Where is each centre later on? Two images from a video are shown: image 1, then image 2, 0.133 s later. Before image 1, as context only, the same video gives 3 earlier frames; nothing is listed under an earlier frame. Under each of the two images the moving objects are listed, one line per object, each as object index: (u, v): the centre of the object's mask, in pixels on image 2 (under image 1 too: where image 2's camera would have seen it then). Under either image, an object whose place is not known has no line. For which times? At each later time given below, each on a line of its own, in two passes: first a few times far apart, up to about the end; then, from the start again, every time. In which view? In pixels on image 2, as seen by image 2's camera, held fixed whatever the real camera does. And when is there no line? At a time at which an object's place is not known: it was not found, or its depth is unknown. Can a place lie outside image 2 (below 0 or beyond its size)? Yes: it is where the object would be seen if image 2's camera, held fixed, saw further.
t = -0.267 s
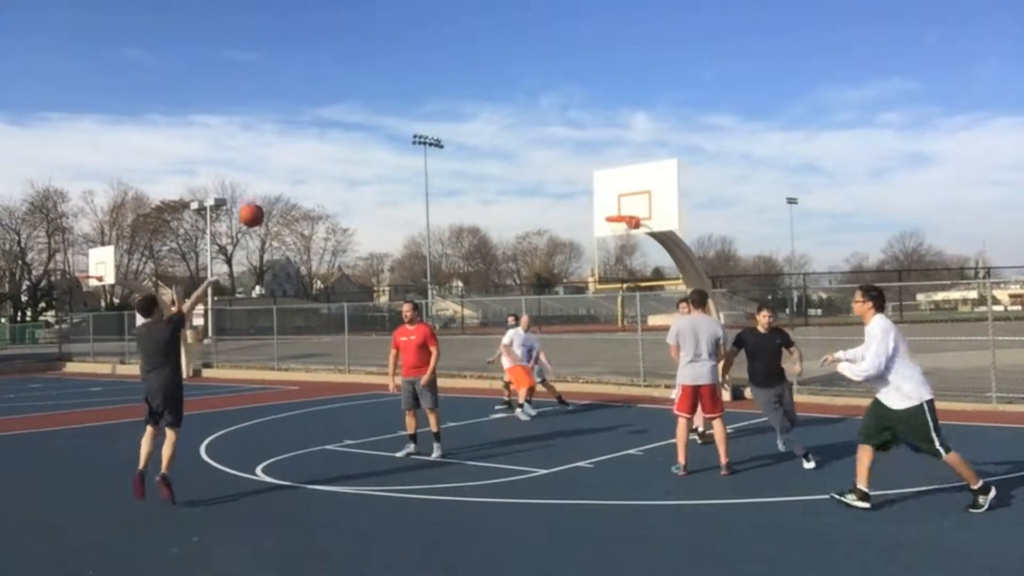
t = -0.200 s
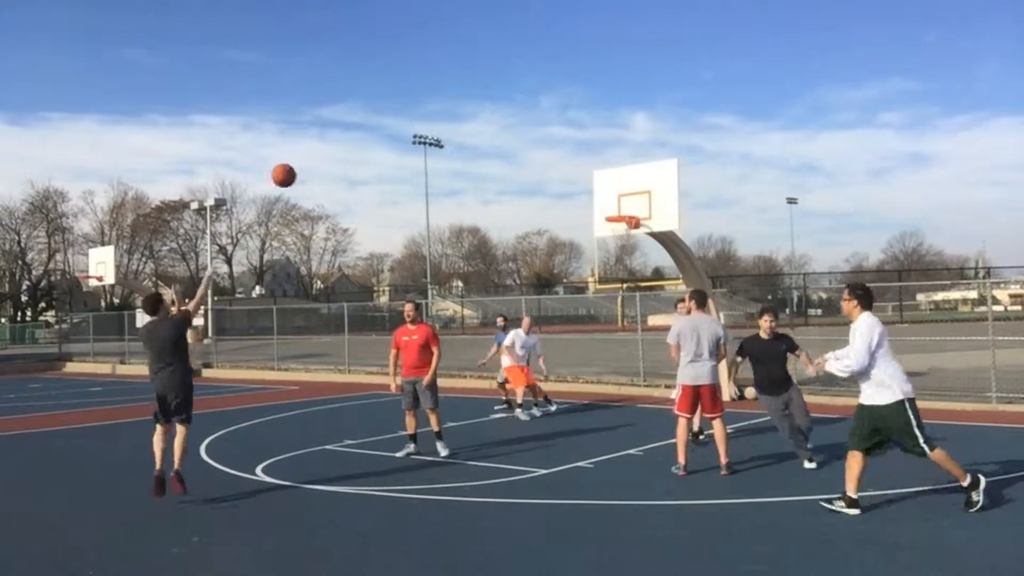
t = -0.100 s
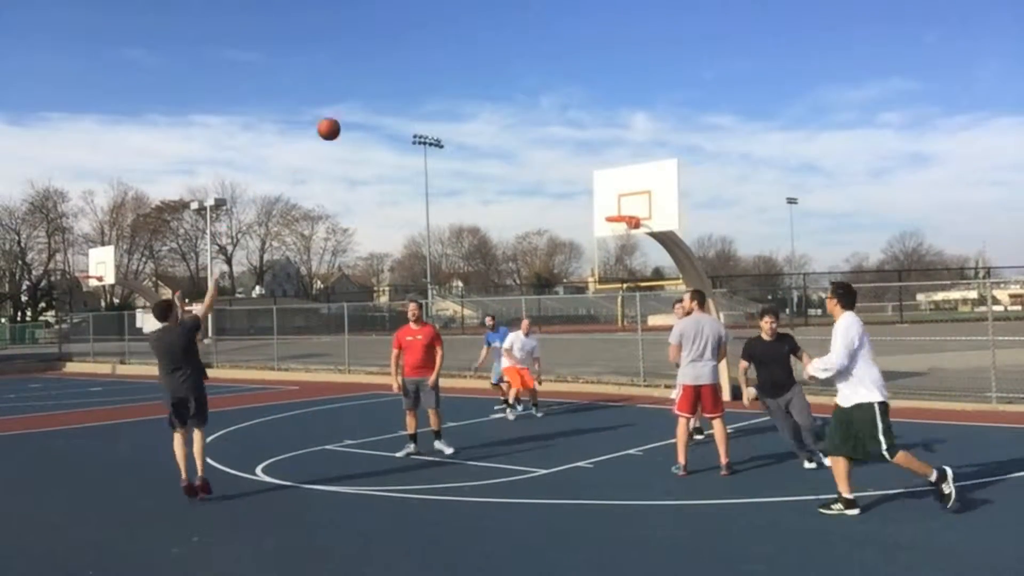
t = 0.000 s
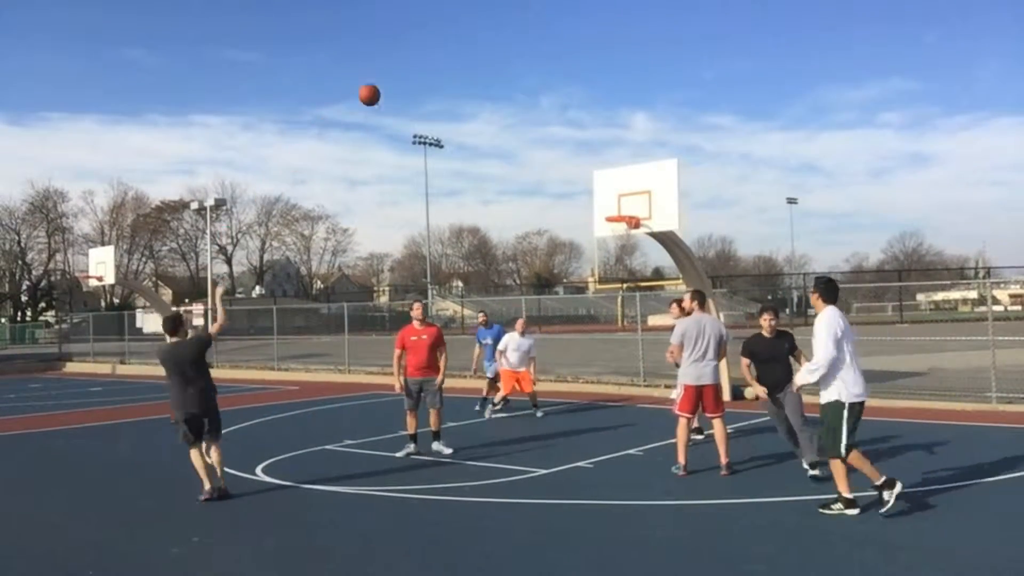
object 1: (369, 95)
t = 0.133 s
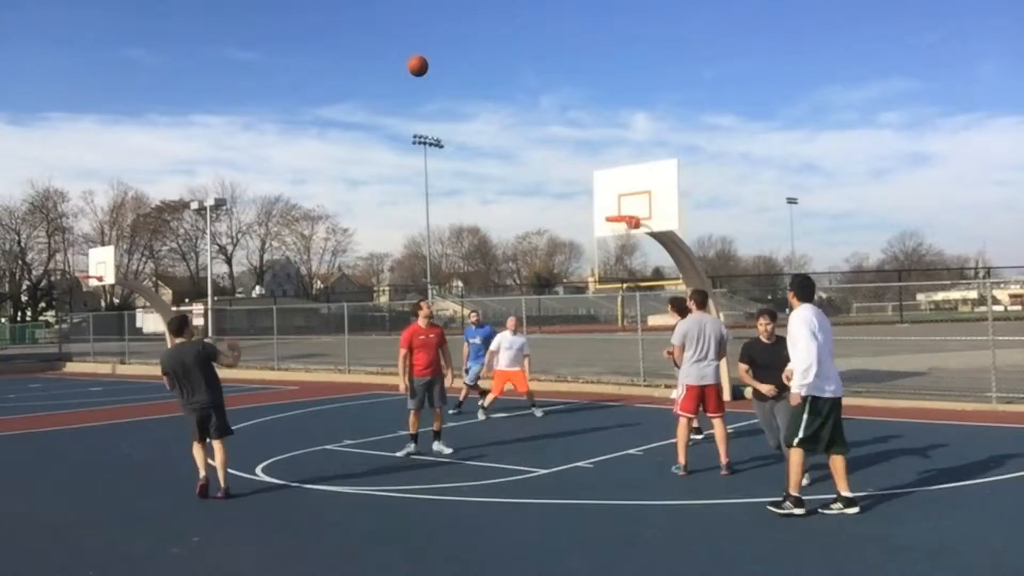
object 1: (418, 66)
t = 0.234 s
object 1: (451, 55)
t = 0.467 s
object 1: (520, 60)
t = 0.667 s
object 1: (572, 92)
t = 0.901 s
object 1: (626, 156)
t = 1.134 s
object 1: (638, 227)
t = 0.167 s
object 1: (429, 61)
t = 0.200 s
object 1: (440, 58)
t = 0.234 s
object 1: (451, 55)
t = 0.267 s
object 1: (462, 53)
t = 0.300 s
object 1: (472, 52)
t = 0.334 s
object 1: (482, 52)
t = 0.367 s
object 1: (492, 53)
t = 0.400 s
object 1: (502, 55)
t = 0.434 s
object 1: (511, 57)
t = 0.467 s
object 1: (520, 60)
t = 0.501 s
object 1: (529, 64)
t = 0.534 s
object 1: (538, 68)
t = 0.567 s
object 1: (547, 74)
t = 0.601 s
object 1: (556, 80)
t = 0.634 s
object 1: (564, 85)
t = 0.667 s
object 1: (572, 92)
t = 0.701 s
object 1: (580, 100)
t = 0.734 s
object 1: (588, 107)
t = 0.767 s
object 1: (596, 116)
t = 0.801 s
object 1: (603, 126)
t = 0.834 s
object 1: (611, 136)
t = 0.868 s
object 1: (618, 146)
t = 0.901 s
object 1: (626, 156)
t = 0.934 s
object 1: (632, 167)
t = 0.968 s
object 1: (640, 179)
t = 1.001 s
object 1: (647, 191)
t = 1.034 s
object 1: (649, 200)
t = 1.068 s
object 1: (645, 208)
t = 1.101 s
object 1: (643, 217)
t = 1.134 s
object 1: (638, 227)
